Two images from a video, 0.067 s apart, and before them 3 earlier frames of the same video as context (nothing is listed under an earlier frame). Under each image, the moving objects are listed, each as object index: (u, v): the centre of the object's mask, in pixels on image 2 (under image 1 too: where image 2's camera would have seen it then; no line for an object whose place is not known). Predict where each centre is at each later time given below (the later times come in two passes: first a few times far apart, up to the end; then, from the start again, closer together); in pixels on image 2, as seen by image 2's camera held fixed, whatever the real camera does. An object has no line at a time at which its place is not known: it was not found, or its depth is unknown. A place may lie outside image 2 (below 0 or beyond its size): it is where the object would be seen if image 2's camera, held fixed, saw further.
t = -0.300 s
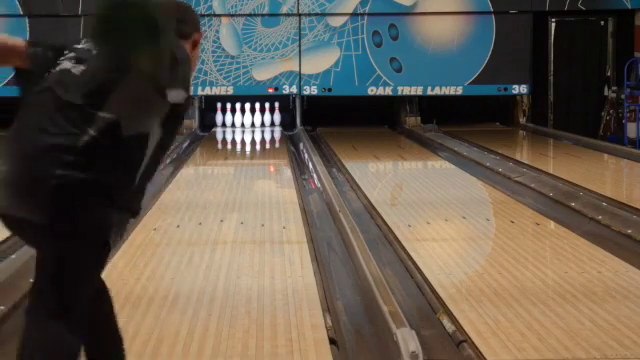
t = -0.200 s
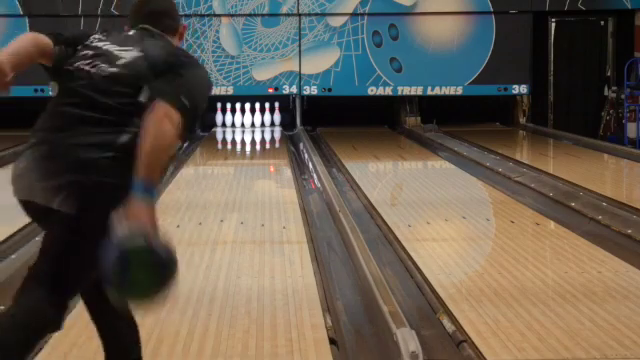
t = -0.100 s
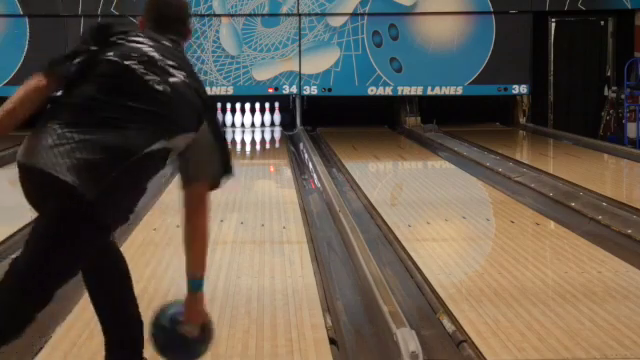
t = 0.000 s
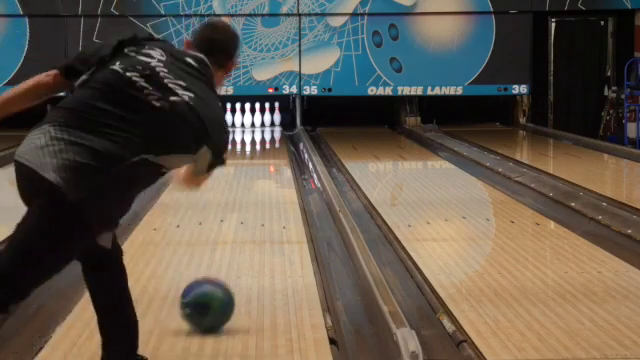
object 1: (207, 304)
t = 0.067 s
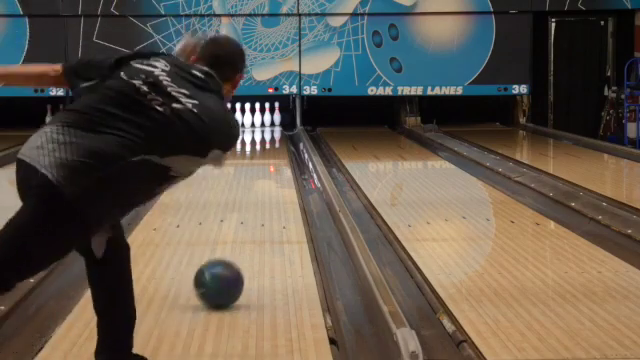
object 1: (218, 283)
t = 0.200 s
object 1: (236, 249)
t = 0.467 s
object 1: (260, 205)
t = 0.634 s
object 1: (267, 187)
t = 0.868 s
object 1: (274, 169)
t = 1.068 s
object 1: (278, 156)
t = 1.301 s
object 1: (280, 145)
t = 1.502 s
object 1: (279, 137)
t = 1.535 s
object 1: (279, 136)
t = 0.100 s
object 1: (223, 274)
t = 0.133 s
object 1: (228, 265)
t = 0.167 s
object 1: (232, 257)
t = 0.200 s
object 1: (236, 249)
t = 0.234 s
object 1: (239, 242)
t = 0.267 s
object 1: (243, 236)
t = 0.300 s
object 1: (245, 230)
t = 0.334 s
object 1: (248, 224)
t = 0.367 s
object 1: (250, 221)
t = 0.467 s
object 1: (260, 205)
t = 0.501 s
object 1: (260, 201)
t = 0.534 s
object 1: (261, 198)
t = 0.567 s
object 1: (263, 194)
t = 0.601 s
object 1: (265, 191)
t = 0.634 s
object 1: (267, 187)
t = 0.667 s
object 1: (268, 185)
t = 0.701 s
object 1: (269, 181)
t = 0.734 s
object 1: (271, 179)
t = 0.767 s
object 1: (272, 176)
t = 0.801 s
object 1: (273, 173)
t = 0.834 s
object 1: (273, 171)
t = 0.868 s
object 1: (274, 169)
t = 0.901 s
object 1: (275, 167)
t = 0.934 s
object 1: (276, 164)
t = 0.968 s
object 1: (276, 162)
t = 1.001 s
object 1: (277, 160)
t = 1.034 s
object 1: (278, 158)
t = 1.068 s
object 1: (278, 156)
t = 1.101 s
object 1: (278, 154)
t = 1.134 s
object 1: (279, 153)
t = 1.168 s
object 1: (279, 151)
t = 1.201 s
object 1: (279, 150)
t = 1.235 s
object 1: (280, 147)
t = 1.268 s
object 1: (280, 146)
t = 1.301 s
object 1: (280, 145)
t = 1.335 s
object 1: (280, 143)
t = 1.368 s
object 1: (280, 141)
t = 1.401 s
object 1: (279, 141)
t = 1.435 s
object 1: (279, 140)
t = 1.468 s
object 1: (278, 139)
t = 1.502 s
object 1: (279, 137)
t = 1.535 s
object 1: (279, 136)
